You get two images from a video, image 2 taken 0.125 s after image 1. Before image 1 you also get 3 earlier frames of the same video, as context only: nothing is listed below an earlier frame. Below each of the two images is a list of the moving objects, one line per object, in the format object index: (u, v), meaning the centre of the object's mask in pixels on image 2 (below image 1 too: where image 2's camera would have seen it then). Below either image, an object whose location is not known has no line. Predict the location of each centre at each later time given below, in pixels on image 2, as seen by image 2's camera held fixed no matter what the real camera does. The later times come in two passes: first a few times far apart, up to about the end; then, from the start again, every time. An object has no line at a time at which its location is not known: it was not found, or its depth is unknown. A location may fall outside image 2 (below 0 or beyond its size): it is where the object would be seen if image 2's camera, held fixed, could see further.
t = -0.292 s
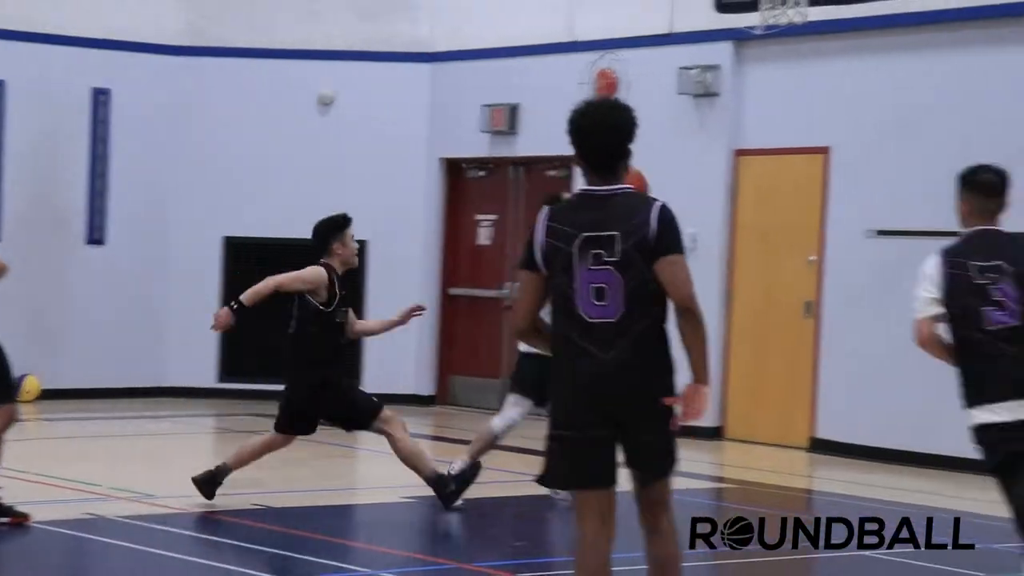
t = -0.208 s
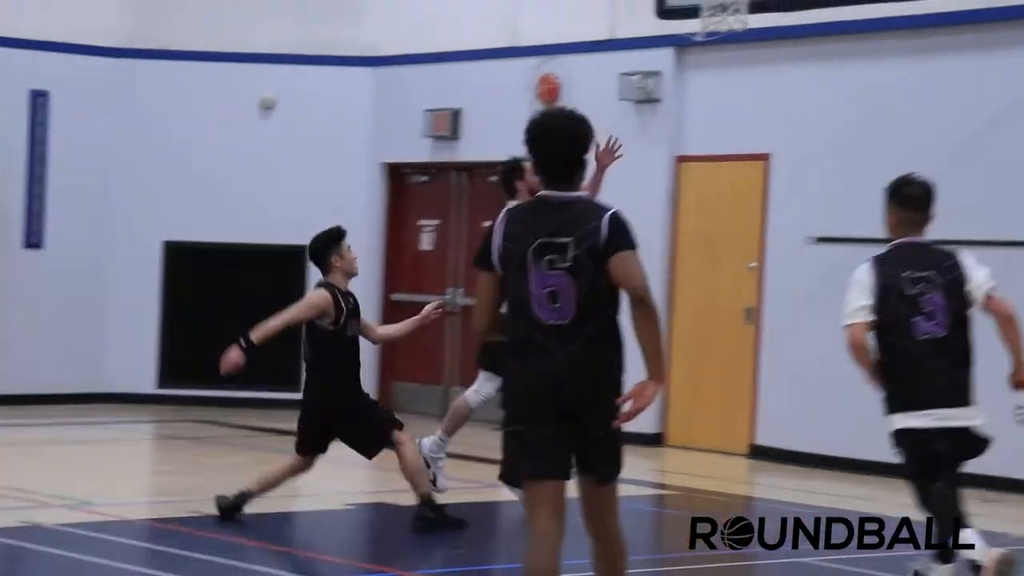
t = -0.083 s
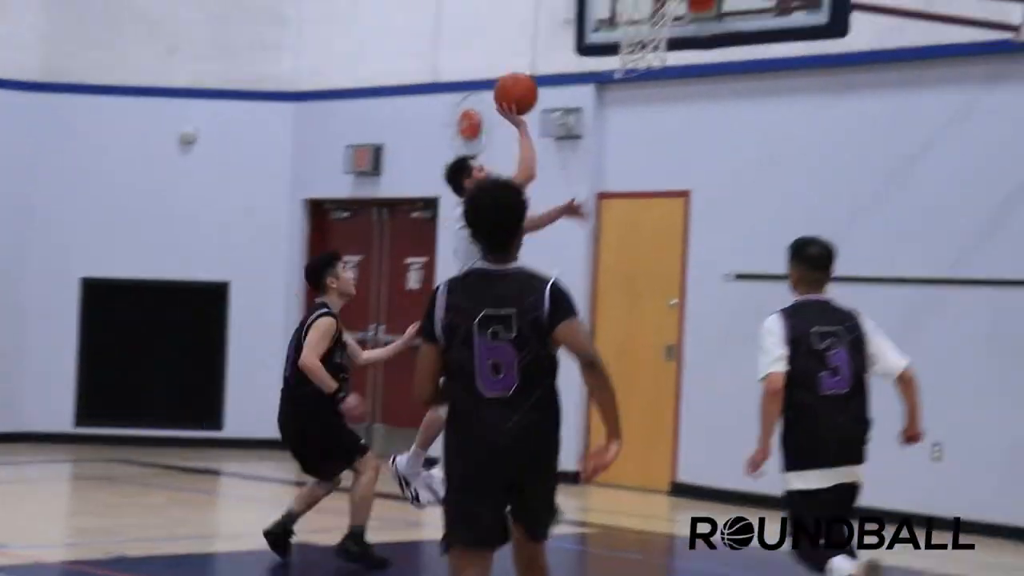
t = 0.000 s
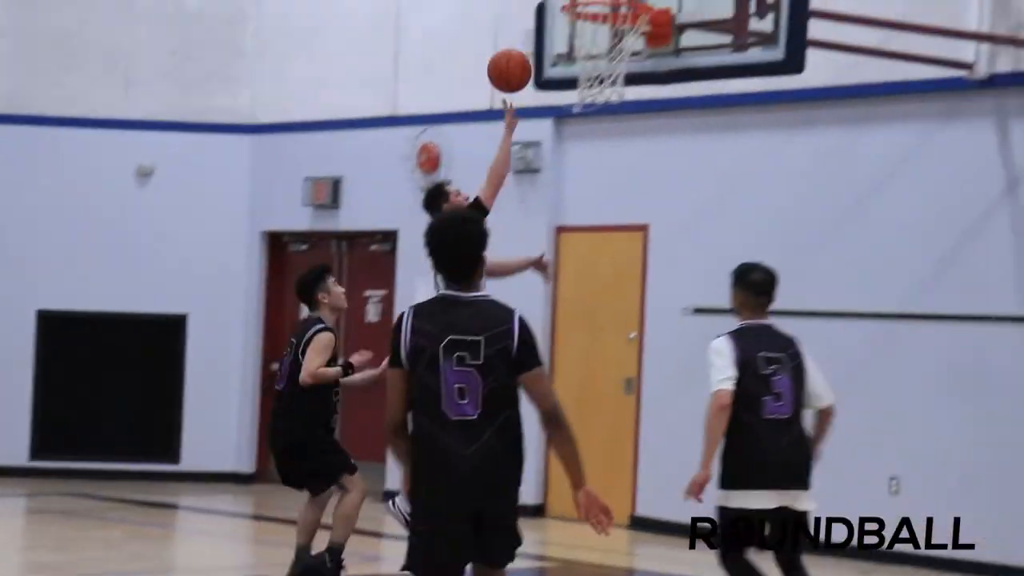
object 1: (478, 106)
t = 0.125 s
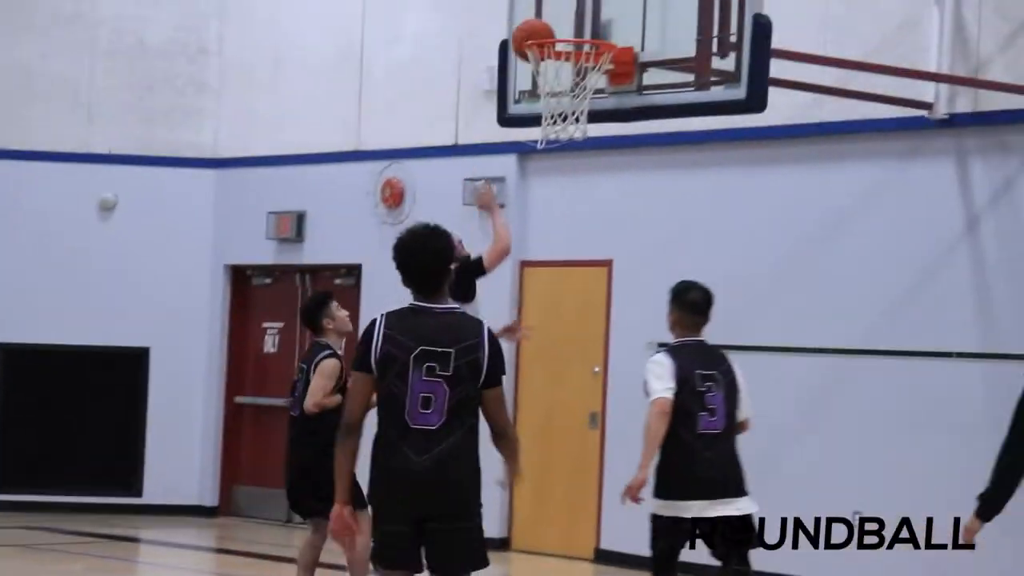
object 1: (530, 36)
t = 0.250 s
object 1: (582, 5)
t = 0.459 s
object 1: (575, 26)
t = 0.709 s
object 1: (547, 102)
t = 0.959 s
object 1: (566, 152)
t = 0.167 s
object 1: (552, 22)
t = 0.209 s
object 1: (573, 12)
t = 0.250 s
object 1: (582, 5)
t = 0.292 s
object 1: (581, 4)
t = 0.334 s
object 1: (579, 6)
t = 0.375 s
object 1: (578, 11)
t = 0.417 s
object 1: (577, 19)
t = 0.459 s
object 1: (575, 26)
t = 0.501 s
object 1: (569, 44)
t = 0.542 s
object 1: (559, 60)
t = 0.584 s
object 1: (551, 75)
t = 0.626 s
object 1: (545, 91)
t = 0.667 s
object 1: (543, 100)
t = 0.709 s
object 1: (547, 102)
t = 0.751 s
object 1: (548, 106)
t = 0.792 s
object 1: (549, 112)
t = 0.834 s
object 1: (551, 121)
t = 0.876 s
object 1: (557, 129)
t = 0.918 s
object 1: (562, 142)
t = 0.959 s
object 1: (566, 152)
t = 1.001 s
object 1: (569, 168)
